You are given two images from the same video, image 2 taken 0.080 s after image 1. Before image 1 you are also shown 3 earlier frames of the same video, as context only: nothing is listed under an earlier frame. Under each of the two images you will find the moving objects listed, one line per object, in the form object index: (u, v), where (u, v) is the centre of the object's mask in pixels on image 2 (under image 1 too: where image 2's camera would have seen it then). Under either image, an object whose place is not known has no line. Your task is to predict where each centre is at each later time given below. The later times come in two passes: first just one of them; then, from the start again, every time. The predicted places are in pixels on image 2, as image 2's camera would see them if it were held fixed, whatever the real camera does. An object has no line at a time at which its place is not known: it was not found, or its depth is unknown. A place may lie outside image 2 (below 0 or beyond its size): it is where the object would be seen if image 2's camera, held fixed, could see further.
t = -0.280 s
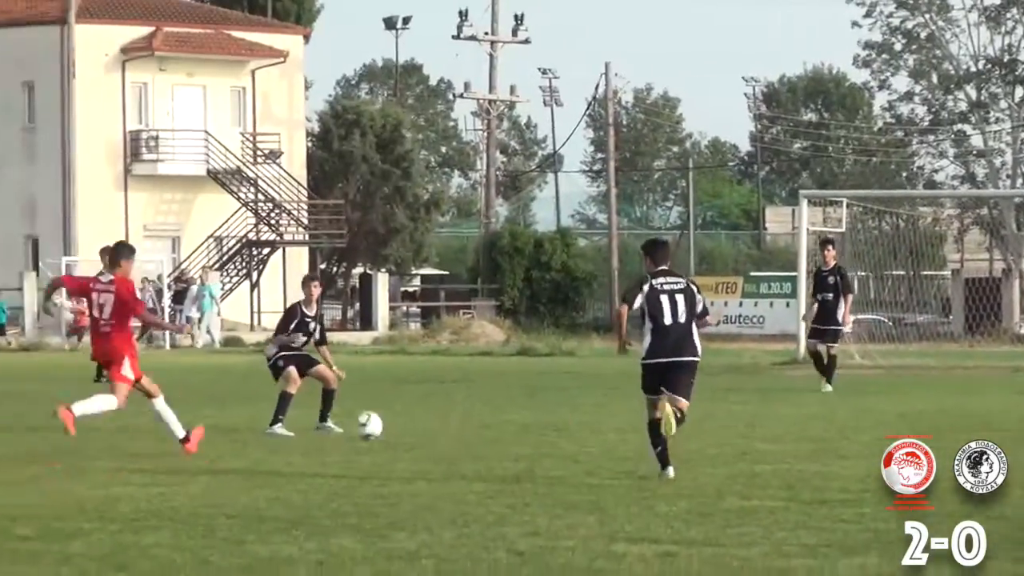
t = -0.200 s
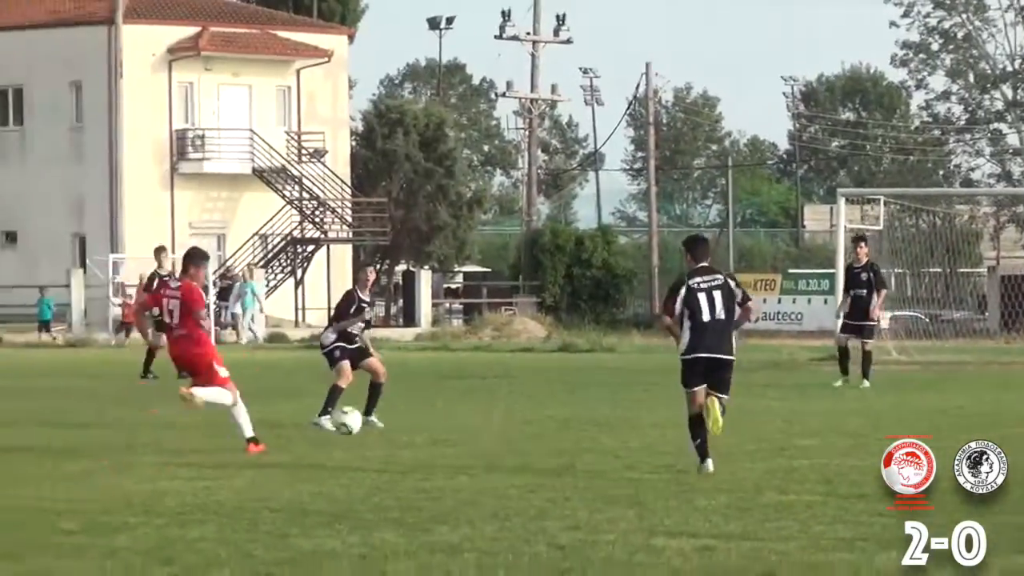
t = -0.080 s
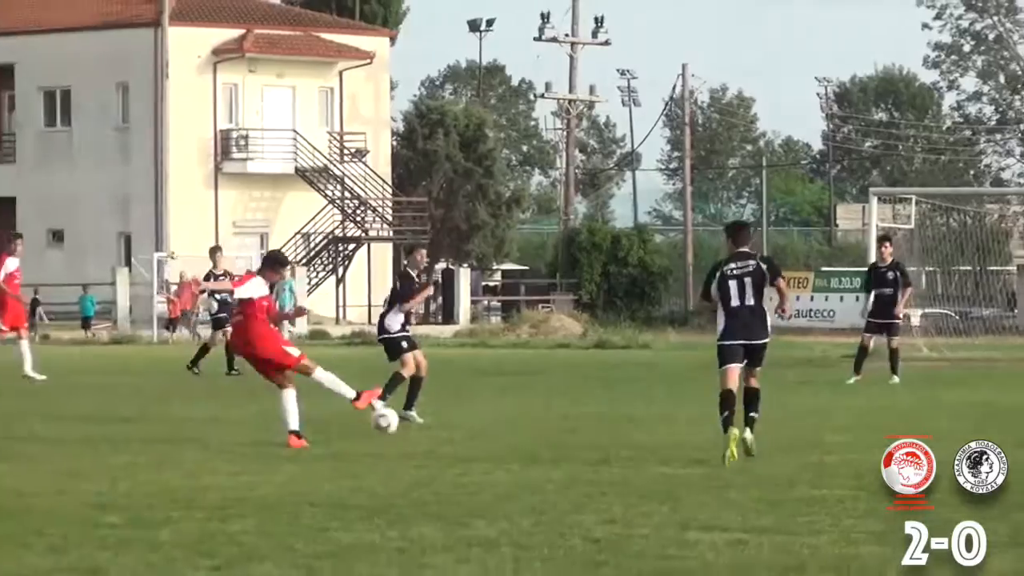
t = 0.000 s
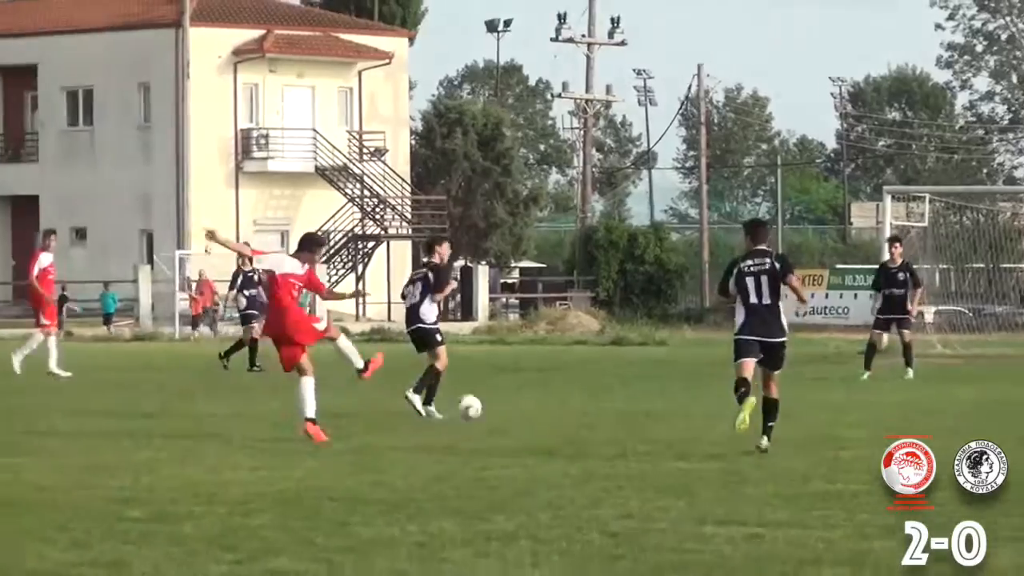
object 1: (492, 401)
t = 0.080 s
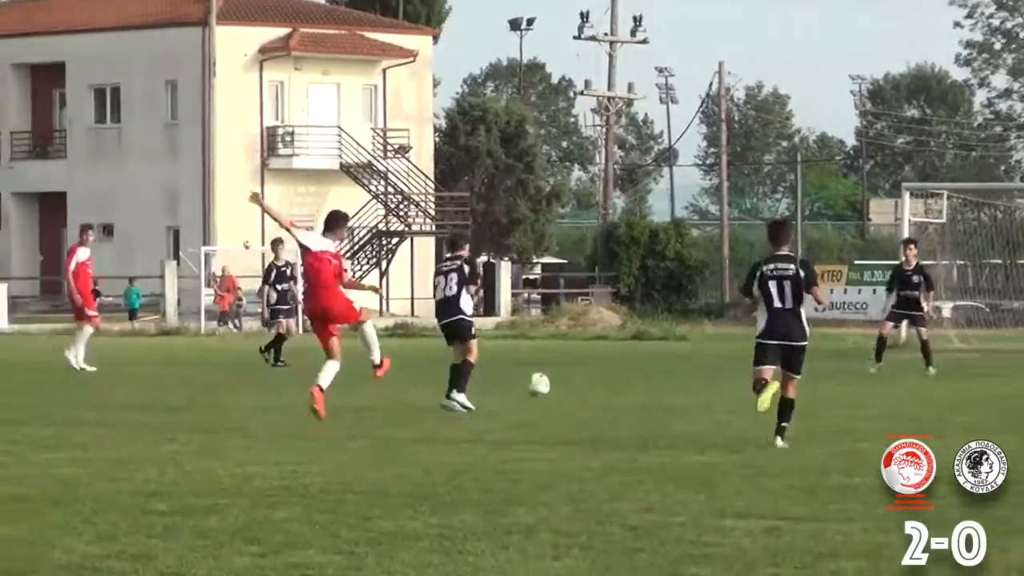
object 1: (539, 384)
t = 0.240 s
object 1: (607, 384)
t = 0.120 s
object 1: (558, 381)
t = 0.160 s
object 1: (577, 380)
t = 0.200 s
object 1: (593, 382)
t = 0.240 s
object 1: (607, 384)
